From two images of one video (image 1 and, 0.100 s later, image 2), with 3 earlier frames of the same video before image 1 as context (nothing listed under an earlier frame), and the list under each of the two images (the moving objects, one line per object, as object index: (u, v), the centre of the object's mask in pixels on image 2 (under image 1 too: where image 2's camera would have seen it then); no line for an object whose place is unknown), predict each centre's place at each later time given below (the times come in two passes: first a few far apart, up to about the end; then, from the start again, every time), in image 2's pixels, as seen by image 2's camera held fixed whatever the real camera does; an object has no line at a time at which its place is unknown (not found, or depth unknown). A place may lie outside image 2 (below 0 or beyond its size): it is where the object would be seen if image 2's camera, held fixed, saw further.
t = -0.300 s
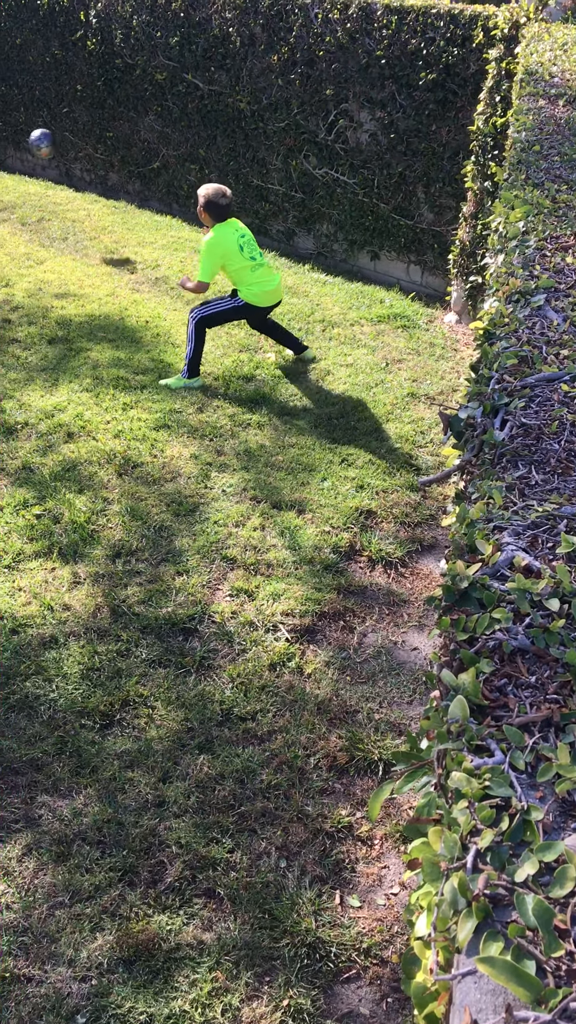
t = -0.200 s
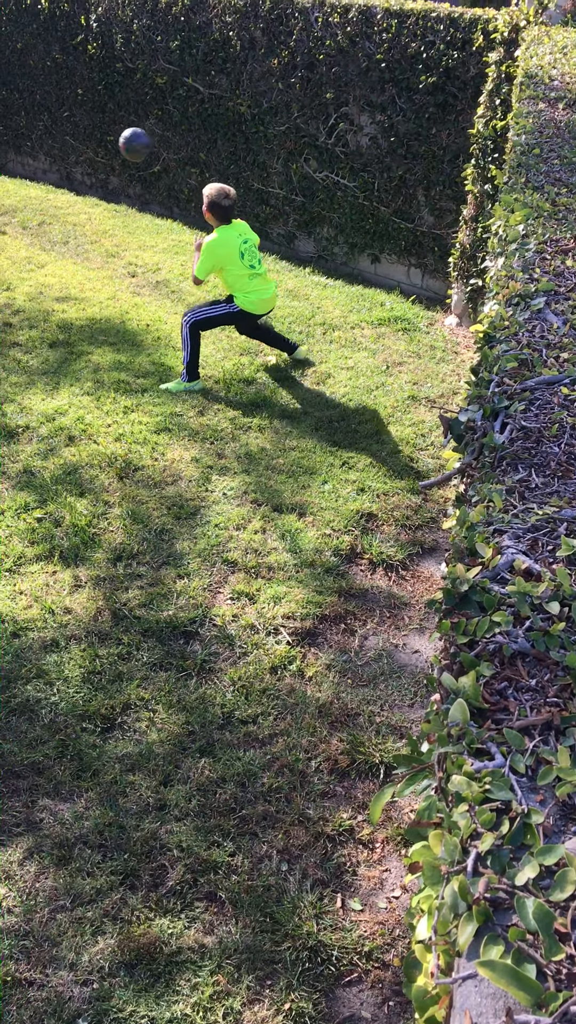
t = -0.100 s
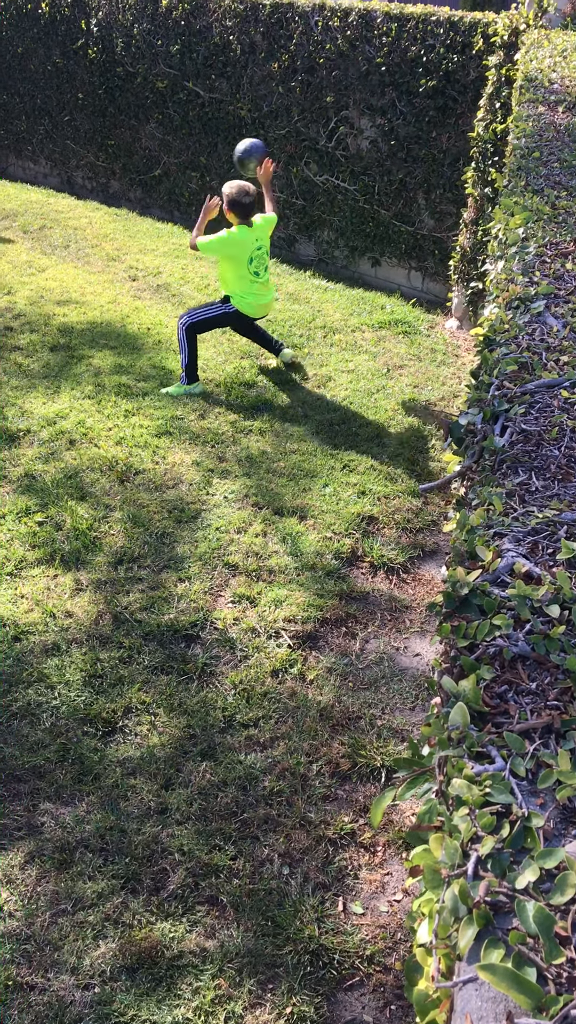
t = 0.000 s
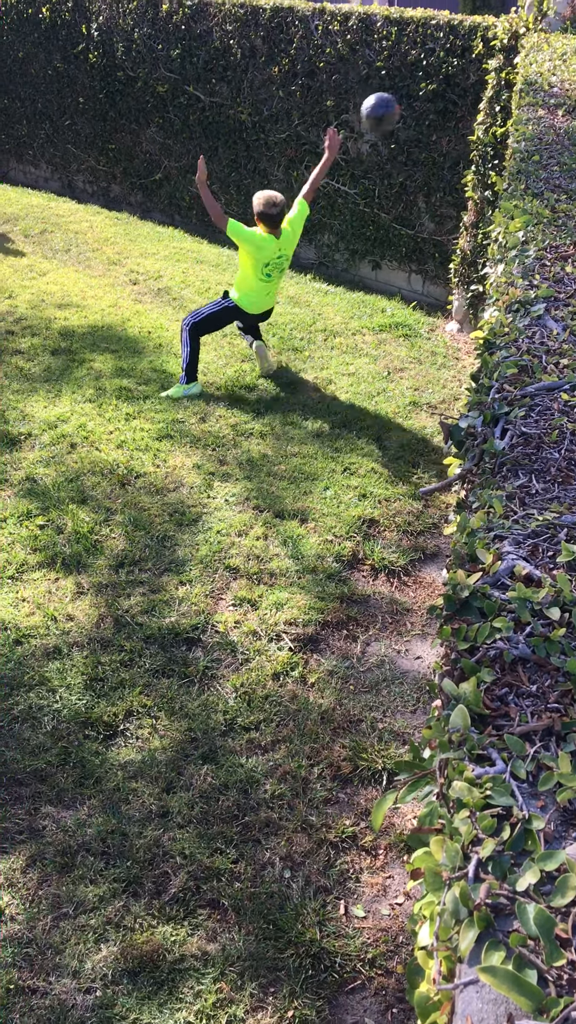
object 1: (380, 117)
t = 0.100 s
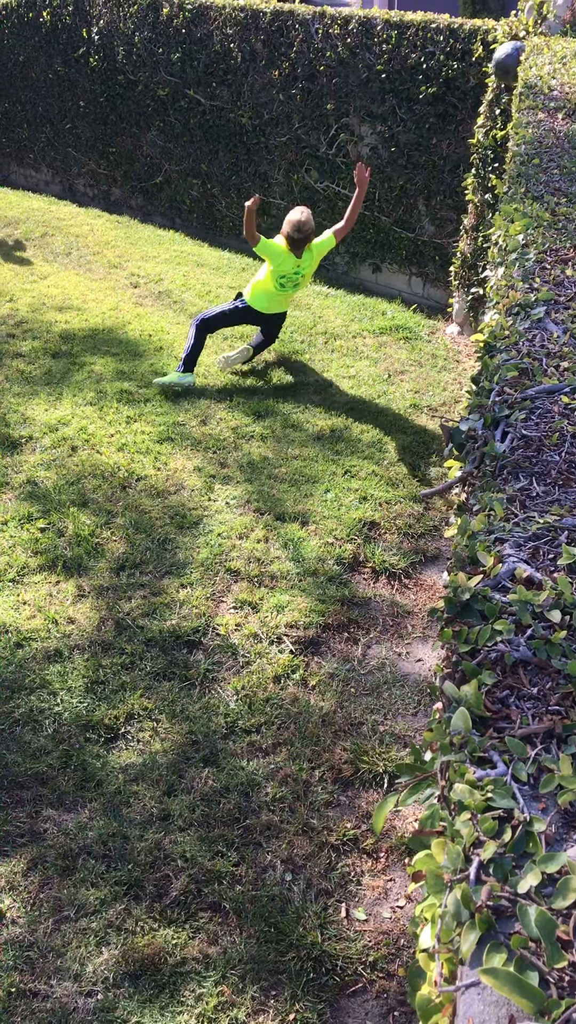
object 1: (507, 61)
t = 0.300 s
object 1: (379, 78)
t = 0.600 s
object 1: (222, 212)
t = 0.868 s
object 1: (163, 213)
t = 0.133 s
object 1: (492, 60)
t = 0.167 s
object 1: (469, 60)
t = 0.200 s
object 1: (445, 62)
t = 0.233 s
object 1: (423, 65)
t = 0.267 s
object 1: (401, 71)
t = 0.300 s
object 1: (379, 78)
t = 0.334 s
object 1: (358, 85)
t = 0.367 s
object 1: (340, 99)
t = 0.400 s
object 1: (321, 112)
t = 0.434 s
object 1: (302, 126)
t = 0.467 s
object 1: (286, 141)
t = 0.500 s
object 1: (270, 157)
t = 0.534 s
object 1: (254, 175)
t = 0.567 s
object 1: (238, 193)
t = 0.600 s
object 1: (222, 212)
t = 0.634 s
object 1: (209, 231)
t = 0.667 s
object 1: (198, 251)
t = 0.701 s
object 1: (186, 269)
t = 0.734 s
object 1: (181, 256)
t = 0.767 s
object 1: (176, 243)
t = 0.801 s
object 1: (172, 231)
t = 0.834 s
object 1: (166, 221)
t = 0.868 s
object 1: (163, 213)
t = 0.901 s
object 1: (158, 206)
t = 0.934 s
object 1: (153, 201)
